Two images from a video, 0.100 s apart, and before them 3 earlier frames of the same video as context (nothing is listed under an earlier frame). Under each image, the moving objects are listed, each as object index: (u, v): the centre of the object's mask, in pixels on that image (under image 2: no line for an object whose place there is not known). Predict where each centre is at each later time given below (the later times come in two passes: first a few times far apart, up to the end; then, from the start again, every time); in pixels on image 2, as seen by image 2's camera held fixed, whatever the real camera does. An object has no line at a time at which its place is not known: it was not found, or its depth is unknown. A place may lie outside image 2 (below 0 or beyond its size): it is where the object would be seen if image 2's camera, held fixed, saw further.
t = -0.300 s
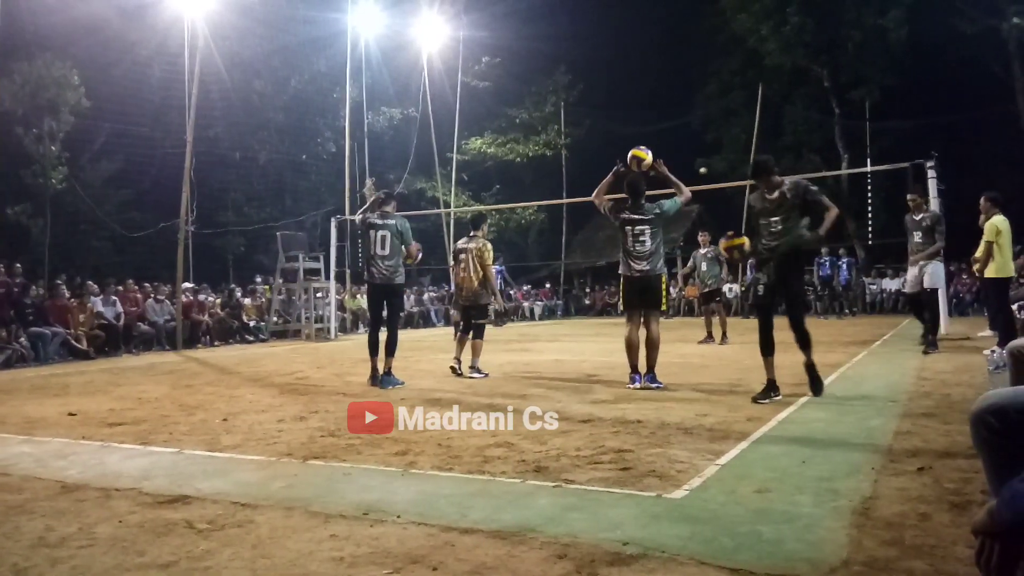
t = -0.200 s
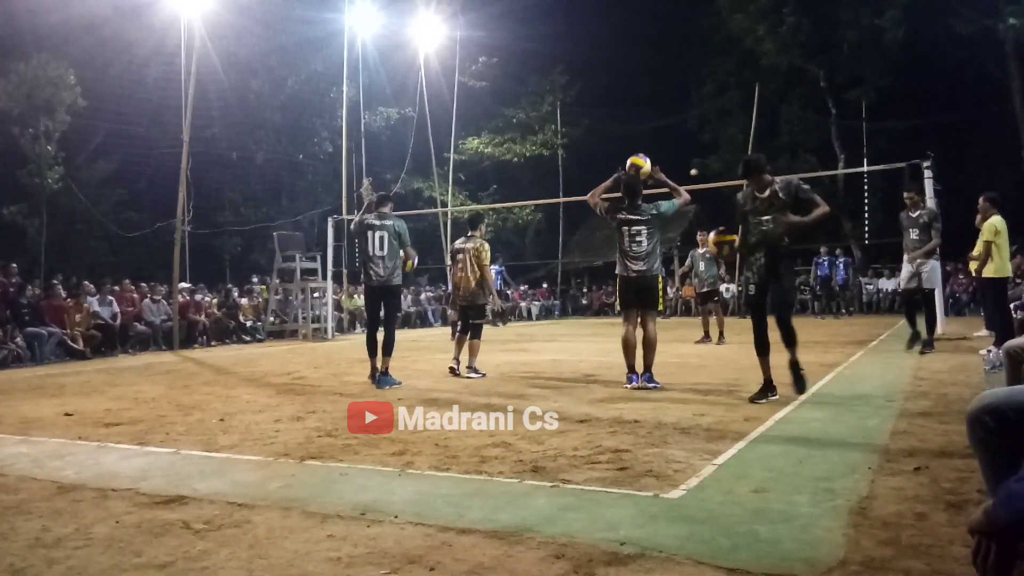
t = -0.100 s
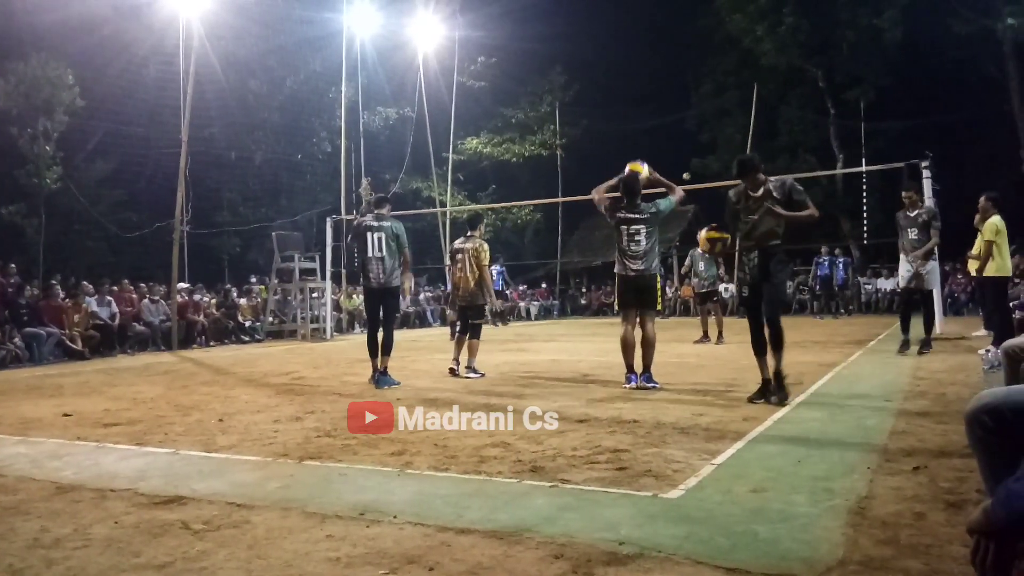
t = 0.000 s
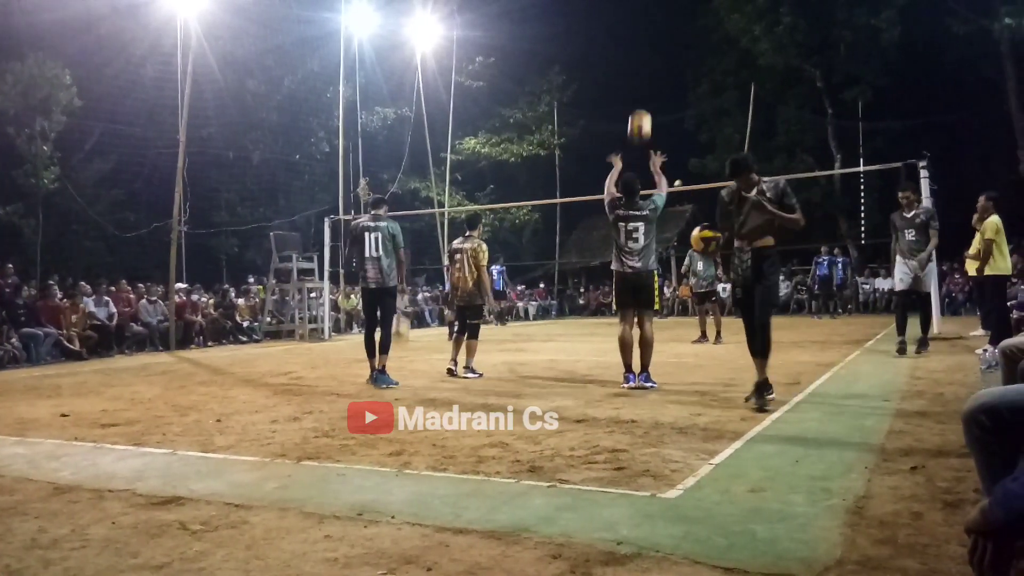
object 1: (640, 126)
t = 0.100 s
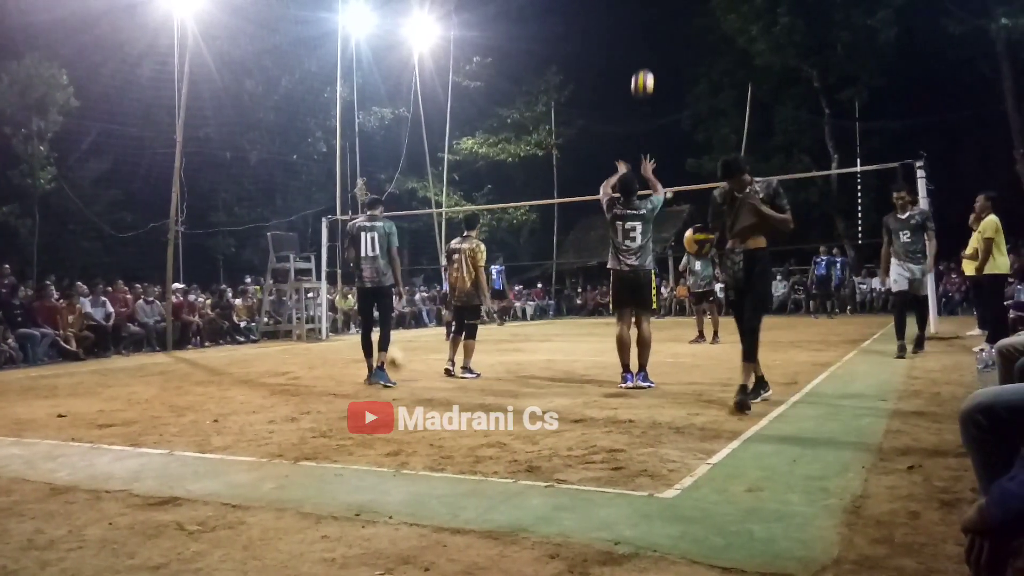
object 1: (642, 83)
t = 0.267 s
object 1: (649, 43)
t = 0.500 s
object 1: (657, 38)
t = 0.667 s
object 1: (662, 60)
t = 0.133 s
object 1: (644, 73)
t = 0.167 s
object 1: (645, 63)
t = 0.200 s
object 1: (647, 55)
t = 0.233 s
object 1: (648, 48)
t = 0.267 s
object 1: (649, 43)
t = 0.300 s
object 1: (651, 40)
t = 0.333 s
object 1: (652, 37)
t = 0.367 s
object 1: (653, 35)
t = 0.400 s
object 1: (654, 34)
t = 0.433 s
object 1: (655, 34)
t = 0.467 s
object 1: (656, 35)
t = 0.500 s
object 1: (657, 38)
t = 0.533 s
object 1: (658, 41)
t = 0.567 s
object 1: (659, 45)
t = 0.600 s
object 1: (660, 49)
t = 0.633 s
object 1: (661, 55)
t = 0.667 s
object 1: (662, 60)
